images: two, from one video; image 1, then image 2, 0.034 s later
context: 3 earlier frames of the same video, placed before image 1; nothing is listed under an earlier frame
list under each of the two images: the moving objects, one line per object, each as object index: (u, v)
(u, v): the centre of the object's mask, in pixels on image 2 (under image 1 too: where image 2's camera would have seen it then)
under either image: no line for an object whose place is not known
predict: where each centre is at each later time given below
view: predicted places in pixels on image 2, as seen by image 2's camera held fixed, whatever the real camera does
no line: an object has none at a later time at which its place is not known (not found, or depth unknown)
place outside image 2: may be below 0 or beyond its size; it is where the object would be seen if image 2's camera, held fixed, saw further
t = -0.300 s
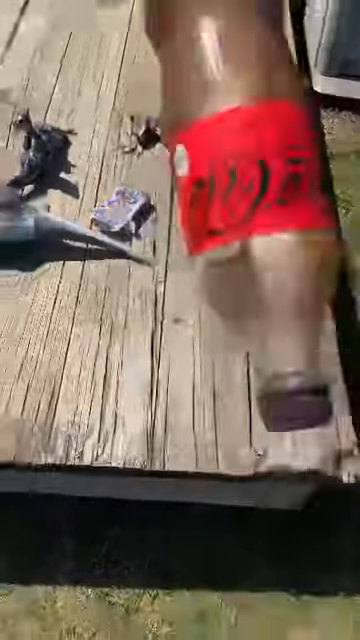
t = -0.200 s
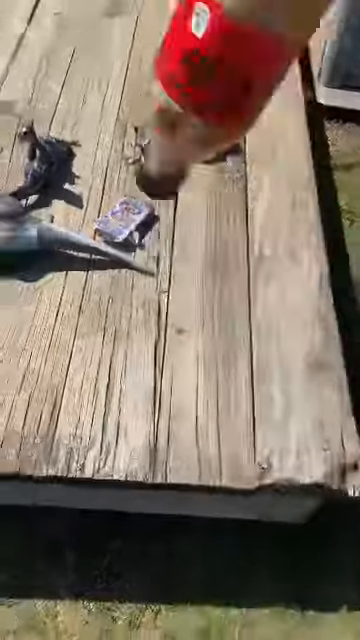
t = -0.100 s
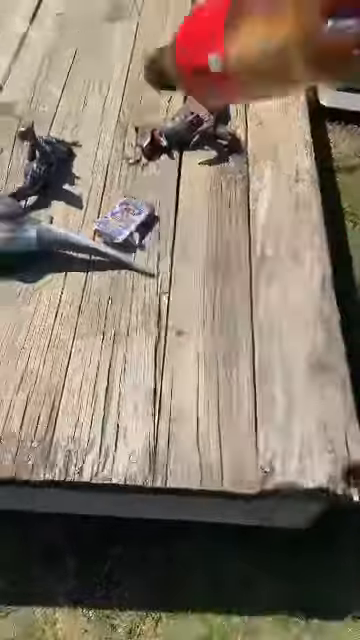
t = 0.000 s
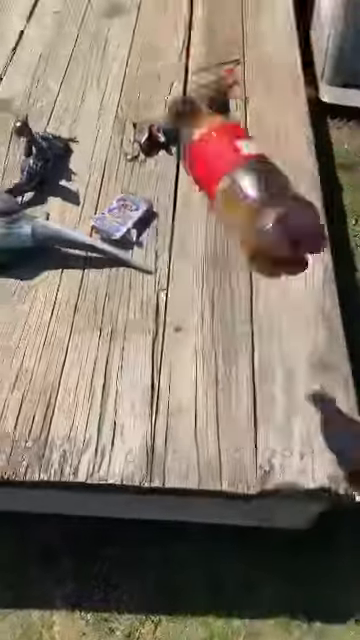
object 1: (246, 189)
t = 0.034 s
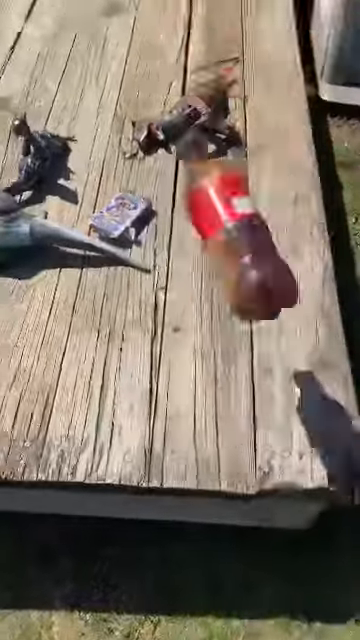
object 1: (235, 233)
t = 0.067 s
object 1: (226, 274)
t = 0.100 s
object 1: (219, 312)
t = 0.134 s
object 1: (223, 346)
